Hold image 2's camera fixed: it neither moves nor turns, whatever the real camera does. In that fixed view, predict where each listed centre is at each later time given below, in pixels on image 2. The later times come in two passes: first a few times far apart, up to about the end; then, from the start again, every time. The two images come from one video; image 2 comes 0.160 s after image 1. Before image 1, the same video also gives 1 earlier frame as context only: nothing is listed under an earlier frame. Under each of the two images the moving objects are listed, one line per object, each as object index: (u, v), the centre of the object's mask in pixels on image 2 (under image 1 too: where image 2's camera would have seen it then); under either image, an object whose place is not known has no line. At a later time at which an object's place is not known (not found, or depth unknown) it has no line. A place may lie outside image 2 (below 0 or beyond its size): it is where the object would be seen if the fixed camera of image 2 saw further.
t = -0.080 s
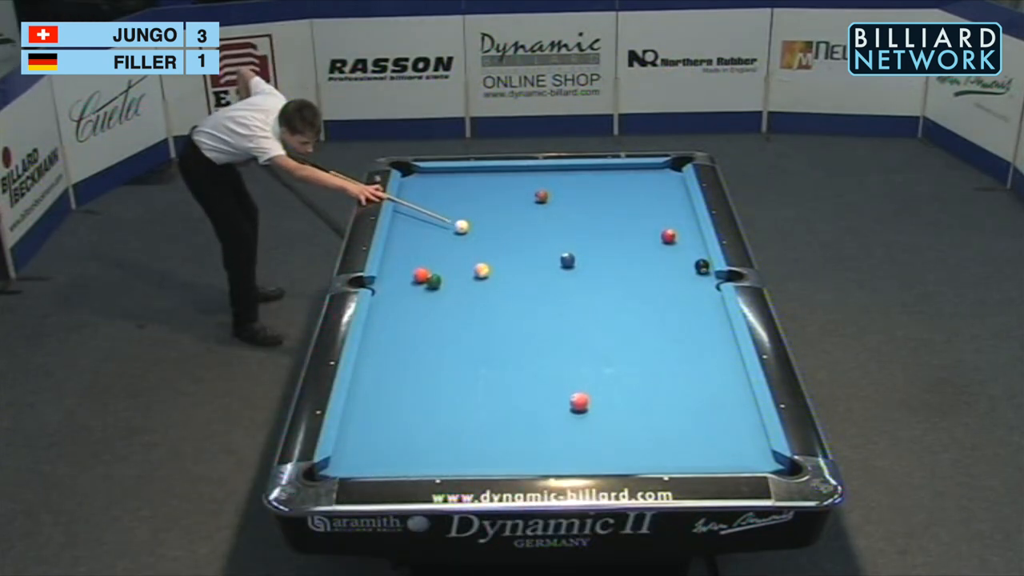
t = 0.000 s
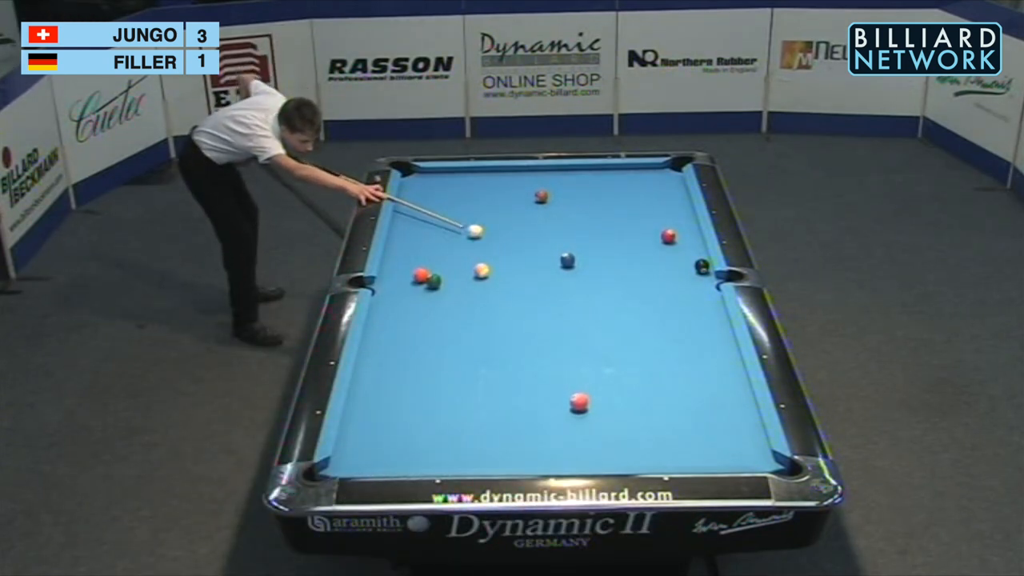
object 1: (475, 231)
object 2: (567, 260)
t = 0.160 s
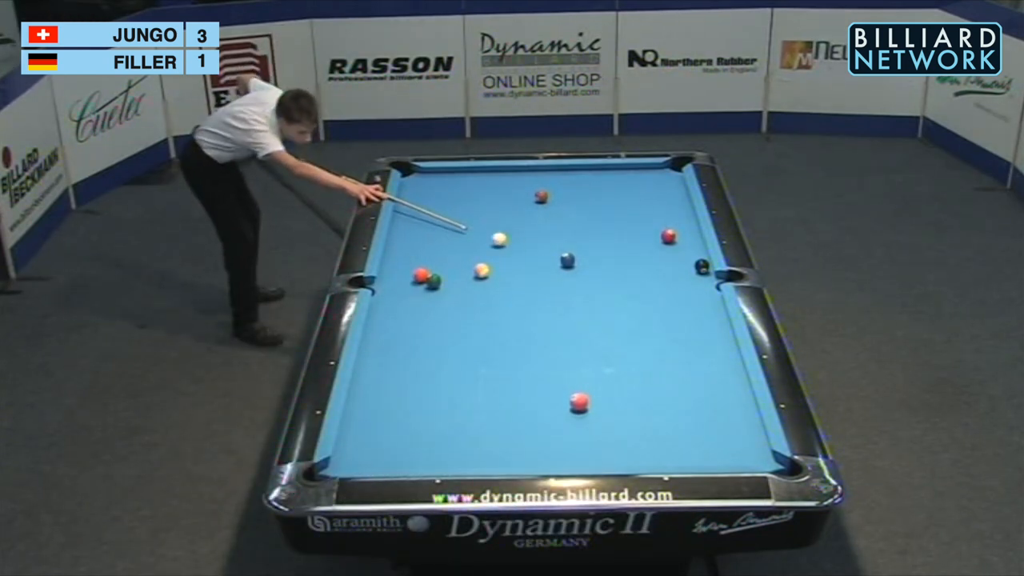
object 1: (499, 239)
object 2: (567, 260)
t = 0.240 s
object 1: (511, 243)
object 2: (567, 260)
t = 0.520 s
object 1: (552, 257)
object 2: (567, 260)
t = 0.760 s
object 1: (556, 266)
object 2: (595, 264)
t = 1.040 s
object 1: (559, 275)
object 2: (624, 268)
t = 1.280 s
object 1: (562, 283)
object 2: (647, 271)
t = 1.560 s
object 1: (565, 292)
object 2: (674, 275)
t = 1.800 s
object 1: (567, 299)
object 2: (695, 277)
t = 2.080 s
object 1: (568, 306)
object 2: (717, 280)
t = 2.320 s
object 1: (570, 313)
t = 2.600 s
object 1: (572, 319)
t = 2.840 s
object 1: (572, 324)
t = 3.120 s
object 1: (573, 329)
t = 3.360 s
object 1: (574, 332)
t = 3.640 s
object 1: (575, 336)
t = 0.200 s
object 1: (505, 241)
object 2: (567, 260)
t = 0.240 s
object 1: (511, 243)
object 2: (567, 260)
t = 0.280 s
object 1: (516, 245)
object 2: (567, 260)
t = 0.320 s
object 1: (522, 247)
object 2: (567, 260)
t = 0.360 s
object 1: (528, 249)
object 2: (567, 260)
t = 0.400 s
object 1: (534, 251)
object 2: (567, 260)
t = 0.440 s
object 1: (540, 253)
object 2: (567, 260)
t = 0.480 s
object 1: (546, 256)
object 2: (567, 260)
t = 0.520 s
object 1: (552, 257)
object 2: (567, 260)
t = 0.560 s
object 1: (553, 259)
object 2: (572, 261)
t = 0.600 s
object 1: (553, 260)
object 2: (577, 261)
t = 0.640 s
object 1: (553, 262)
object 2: (582, 262)
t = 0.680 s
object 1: (554, 263)
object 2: (587, 263)
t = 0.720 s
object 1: (555, 264)
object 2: (590, 263)
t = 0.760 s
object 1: (556, 266)
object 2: (595, 264)
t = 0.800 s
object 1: (556, 267)
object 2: (599, 264)
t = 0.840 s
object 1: (556, 269)
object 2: (603, 265)
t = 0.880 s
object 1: (557, 270)
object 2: (608, 265)
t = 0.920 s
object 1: (558, 271)
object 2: (611, 266)
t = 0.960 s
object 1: (558, 273)
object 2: (616, 267)
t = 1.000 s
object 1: (559, 274)
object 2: (620, 267)
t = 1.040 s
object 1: (559, 275)
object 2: (624, 268)
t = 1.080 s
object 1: (560, 277)
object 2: (628, 269)
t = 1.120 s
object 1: (560, 278)
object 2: (632, 269)
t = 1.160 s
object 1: (561, 279)
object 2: (636, 269)
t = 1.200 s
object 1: (561, 281)
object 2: (640, 270)
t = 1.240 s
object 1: (562, 282)
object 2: (643, 270)
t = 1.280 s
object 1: (562, 283)
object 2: (647, 271)
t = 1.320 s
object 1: (563, 284)
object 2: (652, 271)
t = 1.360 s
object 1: (563, 286)
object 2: (655, 272)
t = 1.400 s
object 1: (563, 287)
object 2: (659, 272)
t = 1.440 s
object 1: (563, 288)
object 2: (663, 273)
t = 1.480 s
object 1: (564, 289)
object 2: (666, 273)
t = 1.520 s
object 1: (564, 291)
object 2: (670, 274)
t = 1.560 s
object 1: (565, 292)
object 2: (674, 275)
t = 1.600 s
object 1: (565, 293)
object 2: (677, 275)
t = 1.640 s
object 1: (565, 294)
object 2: (681, 275)
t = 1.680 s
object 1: (566, 295)
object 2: (684, 275)
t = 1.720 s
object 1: (566, 297)
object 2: (688, 276)
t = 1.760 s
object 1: (566, 298)
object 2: (691, 277)
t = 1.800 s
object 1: (567, 299)
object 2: (695, 277)
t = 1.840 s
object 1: (567, 300)
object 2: (699, 277)
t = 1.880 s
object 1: (567, 301)
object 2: (702, 278)
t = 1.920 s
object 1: (567, 302)
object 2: (705, 278)
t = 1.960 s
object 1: (568, 303)
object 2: (708, 280)
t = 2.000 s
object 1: (568, 304)
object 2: (712, 280)
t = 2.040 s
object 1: (568, 305)
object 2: (714, 280)
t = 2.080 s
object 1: (568, 306)
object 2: (717, 280)
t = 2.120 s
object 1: (568, 308)
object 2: (722, 281)
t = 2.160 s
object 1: (568, 309)
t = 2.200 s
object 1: (569, 310)
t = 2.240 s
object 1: (569, 311)
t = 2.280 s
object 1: (569, 312)
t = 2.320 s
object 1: (570, 313)
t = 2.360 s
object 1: (570, 314)
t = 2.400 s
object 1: (570, 315)
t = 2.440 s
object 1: (571, 316)
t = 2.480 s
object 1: (571, 316)
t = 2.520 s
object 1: (571, 317)
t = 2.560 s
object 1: (571, 318)
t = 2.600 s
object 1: (572, 319)
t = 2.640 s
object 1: (572, 320)
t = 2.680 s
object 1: (572, 321)
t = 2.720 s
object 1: (572, 322)
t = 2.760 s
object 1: (572, 322)
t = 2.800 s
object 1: (572, 323)
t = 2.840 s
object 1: (572, 324)
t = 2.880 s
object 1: (572, 325)
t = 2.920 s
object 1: (572, 326)
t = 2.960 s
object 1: (572, 326)
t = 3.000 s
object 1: (573, 327)
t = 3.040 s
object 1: (573, 328)
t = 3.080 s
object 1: (573, 328)
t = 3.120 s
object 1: (573, 329)
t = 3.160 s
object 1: (574, 330)
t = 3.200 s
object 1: (574, 330)
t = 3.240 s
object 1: (574, 331)
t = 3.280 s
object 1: (574, 331)
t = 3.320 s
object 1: (574, 332)
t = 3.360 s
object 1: (574, 332)
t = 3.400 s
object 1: (574, 333)
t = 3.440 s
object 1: (574, 334)
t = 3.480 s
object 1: (574, 334)
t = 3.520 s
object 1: (574, 334)
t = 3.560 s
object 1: (575, 335)
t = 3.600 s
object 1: (575, 335)
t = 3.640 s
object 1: (575, 336)
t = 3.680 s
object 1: (575, 336)
